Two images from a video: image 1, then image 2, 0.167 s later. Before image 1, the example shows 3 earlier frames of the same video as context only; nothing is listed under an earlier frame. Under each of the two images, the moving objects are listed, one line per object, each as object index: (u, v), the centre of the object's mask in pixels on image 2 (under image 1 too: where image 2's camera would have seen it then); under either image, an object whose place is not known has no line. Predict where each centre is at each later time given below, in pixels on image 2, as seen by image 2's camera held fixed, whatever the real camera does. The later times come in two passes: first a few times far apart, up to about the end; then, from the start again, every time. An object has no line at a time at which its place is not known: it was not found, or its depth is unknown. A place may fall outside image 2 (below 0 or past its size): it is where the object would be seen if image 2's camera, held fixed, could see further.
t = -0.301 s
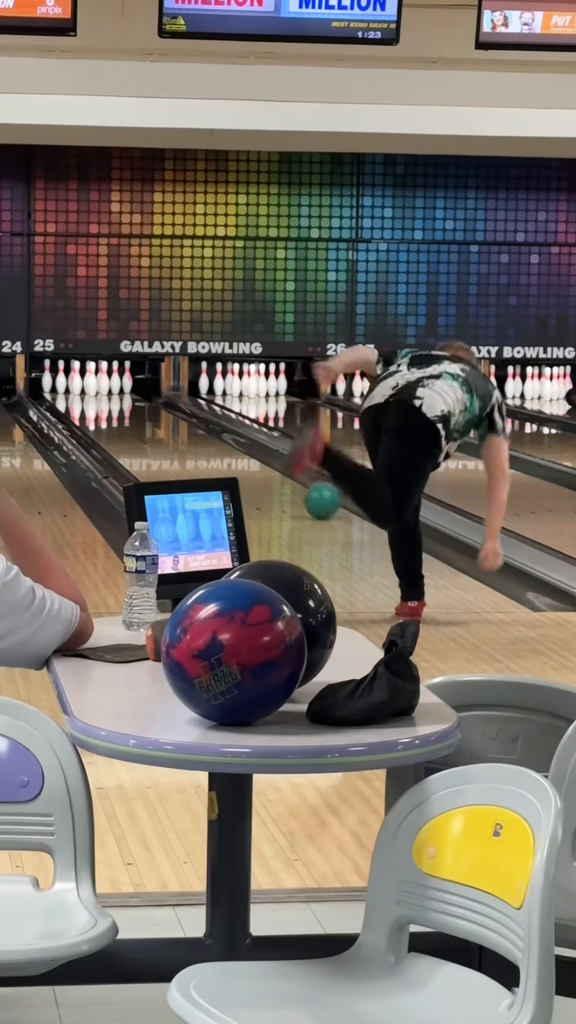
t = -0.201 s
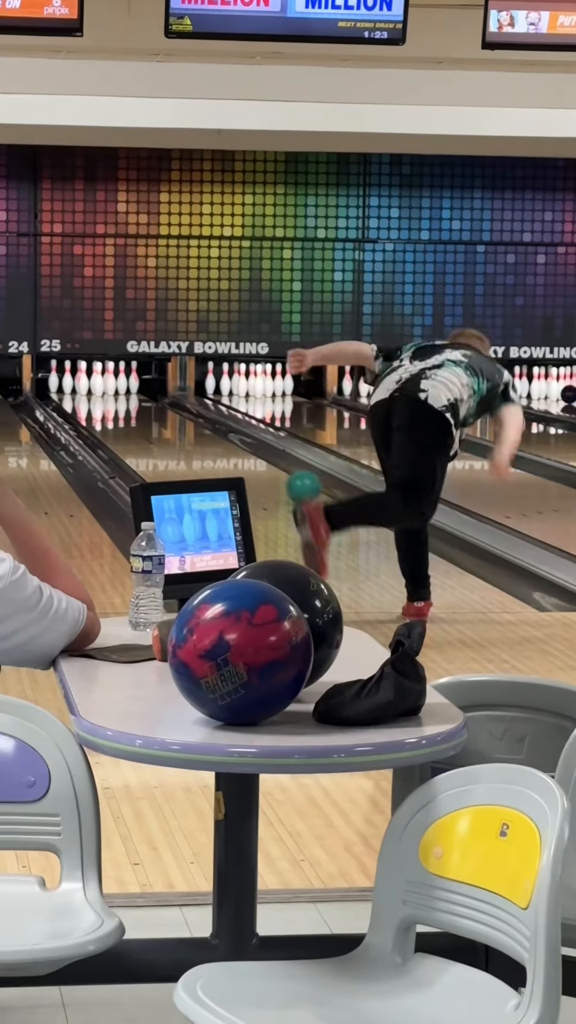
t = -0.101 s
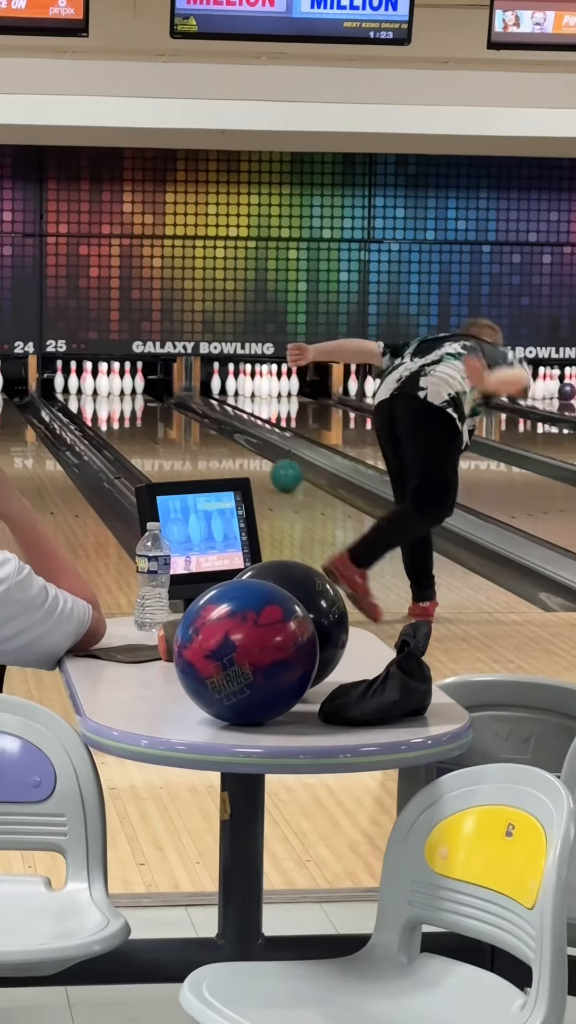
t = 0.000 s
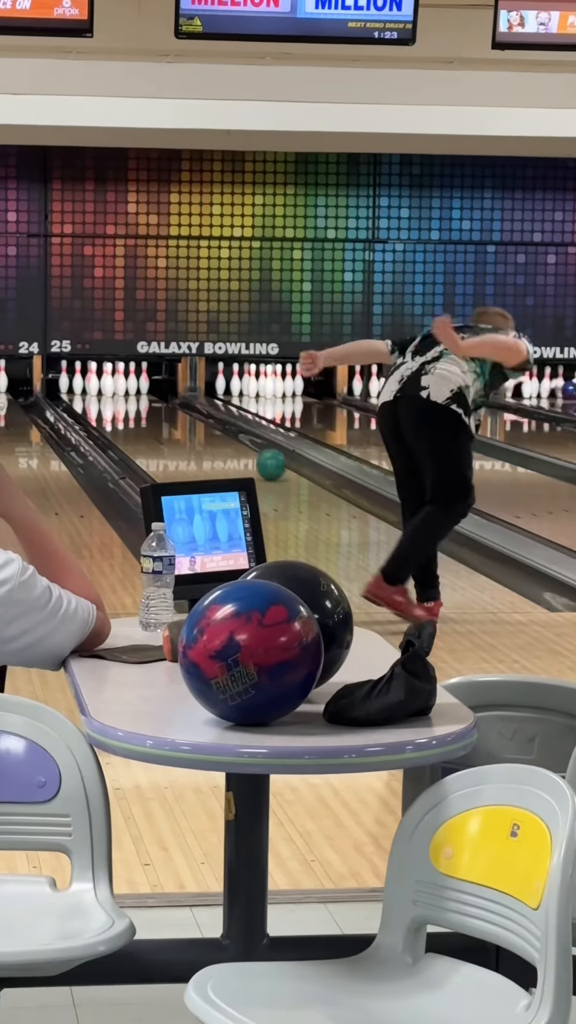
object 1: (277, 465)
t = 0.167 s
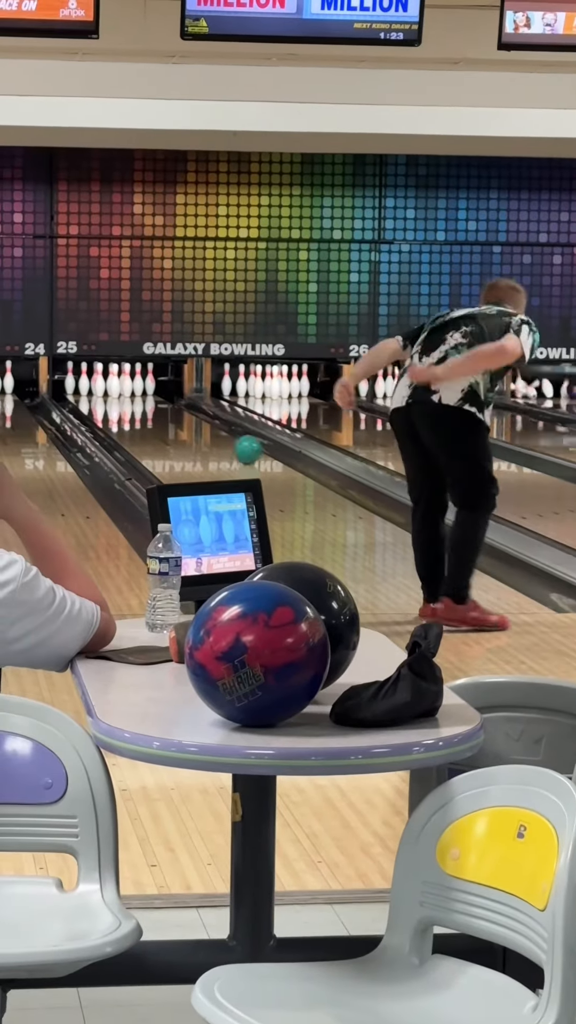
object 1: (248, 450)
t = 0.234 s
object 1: (236, 444)
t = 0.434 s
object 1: (208, 430)
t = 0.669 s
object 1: (179, 415)
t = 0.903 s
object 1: (152, 405)
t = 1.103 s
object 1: (129, 395)
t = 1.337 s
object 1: (98, 387)
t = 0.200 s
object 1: (242, 447)
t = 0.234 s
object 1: (236, 444)
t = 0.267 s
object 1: (232, 442)
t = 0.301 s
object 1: (227, 440)
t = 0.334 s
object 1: (222, 437)
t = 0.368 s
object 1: (217, 435)
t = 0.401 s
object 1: (213, 433)
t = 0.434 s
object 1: (208, 430)
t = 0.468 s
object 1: (204, 428)
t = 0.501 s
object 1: (199, 426)
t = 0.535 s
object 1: (195, 424)
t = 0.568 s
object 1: (190, 422)
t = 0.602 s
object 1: (186, 420)
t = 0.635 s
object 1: (182, 417)
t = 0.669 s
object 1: (179, 415)
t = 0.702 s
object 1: (175, 414)
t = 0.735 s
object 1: (171, 412)
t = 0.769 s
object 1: (168, 410)
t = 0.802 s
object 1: (164, 409)
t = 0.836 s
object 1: (160, 407)
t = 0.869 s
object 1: (157, 406)
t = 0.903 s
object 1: (152, 405)
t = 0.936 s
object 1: (148, 403)
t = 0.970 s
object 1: (144, 401)
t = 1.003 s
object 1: (140, 400)
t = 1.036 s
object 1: (136, 398)
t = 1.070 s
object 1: (133, 396)
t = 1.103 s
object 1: (129, 395)
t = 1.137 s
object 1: (125, 394)
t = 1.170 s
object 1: (121, 393)
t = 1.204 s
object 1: (117, 391)
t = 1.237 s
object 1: (113, 390)
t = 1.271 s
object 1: (109, 389)
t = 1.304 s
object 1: (103, 388)
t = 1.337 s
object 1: (98, 387)
